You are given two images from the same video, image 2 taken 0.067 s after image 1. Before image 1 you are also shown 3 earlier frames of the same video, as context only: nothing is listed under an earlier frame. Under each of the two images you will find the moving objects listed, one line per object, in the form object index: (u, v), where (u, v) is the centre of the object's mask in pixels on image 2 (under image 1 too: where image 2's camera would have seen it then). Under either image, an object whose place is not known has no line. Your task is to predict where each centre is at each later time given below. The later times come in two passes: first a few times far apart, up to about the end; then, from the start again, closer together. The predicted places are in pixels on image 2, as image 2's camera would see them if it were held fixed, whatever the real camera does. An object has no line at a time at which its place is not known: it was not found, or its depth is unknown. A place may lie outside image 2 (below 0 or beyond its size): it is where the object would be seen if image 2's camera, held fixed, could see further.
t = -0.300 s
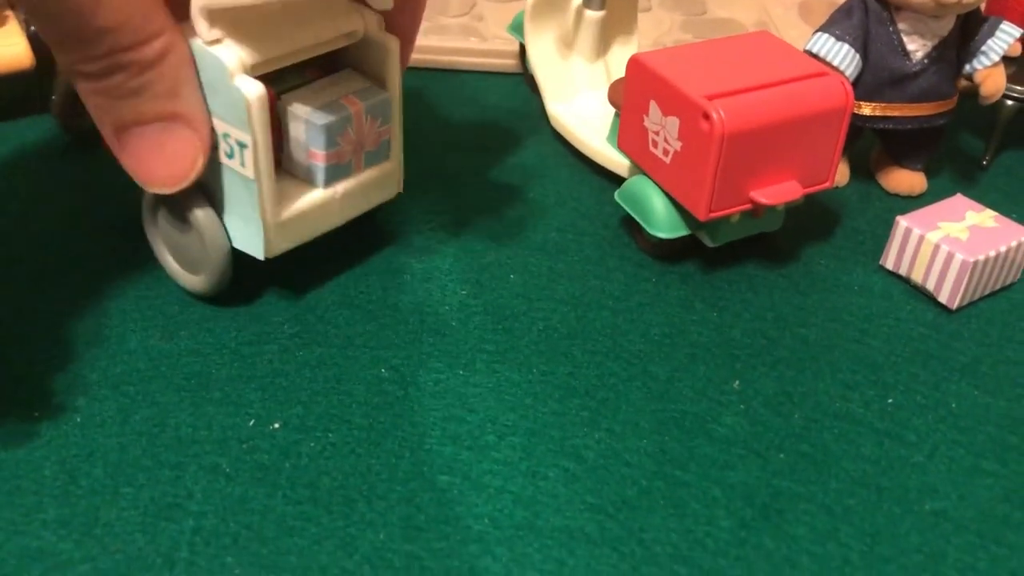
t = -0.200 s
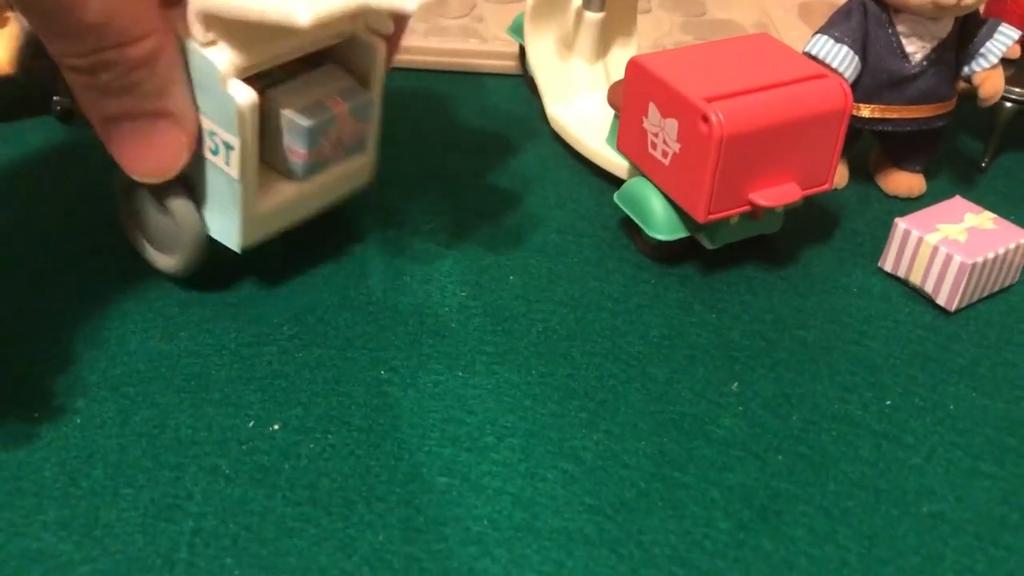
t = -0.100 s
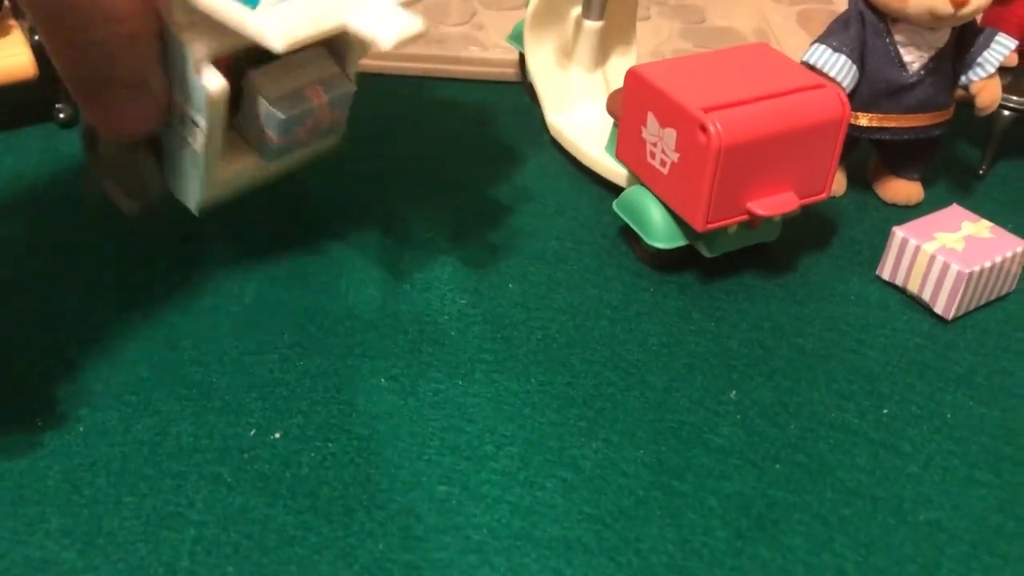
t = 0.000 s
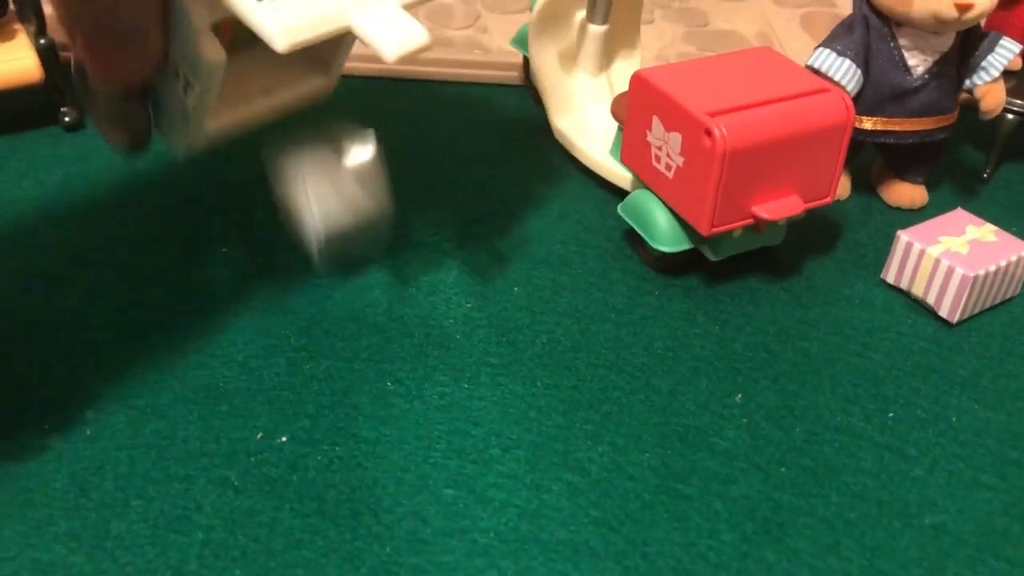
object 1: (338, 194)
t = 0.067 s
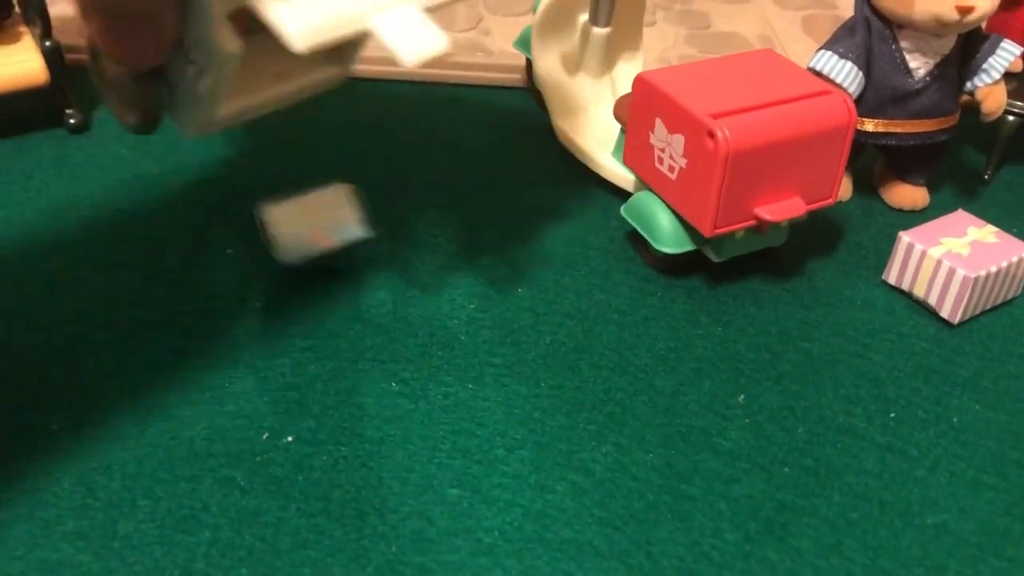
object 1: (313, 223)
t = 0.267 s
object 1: (315, 207)
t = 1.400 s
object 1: (312, 210)
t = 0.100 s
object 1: (311, 218)
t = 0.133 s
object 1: (324, 217)
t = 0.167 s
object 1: (337, 207)
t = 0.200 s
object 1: (339, 203)
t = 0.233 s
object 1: (328, 199)
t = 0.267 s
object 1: (315, 207)
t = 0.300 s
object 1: (303, 209)
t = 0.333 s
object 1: (304, 209)
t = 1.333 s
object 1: (312, 210)
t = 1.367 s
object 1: (312, 210)
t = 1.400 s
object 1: (312, 210)
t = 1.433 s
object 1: (312, 210)
